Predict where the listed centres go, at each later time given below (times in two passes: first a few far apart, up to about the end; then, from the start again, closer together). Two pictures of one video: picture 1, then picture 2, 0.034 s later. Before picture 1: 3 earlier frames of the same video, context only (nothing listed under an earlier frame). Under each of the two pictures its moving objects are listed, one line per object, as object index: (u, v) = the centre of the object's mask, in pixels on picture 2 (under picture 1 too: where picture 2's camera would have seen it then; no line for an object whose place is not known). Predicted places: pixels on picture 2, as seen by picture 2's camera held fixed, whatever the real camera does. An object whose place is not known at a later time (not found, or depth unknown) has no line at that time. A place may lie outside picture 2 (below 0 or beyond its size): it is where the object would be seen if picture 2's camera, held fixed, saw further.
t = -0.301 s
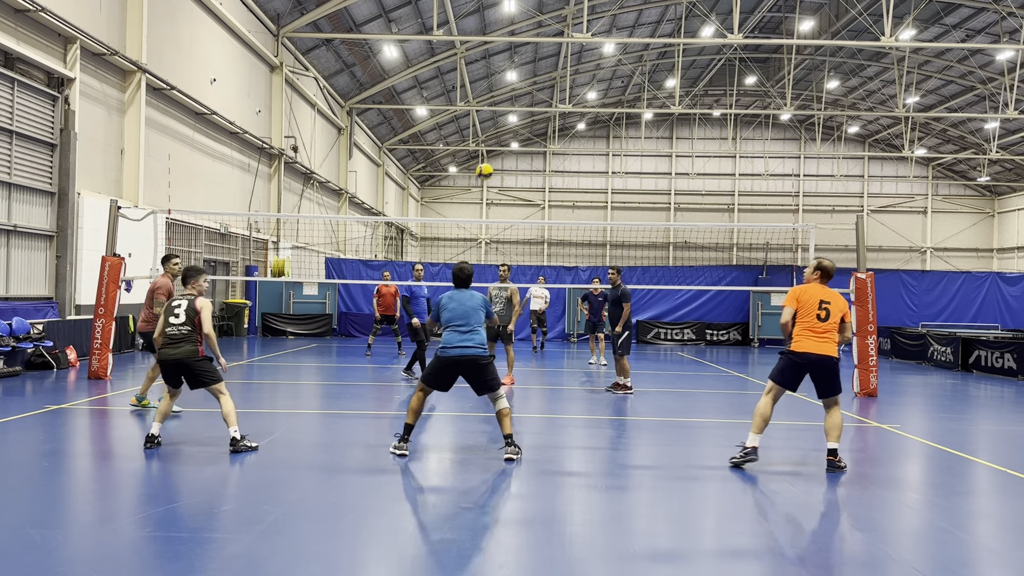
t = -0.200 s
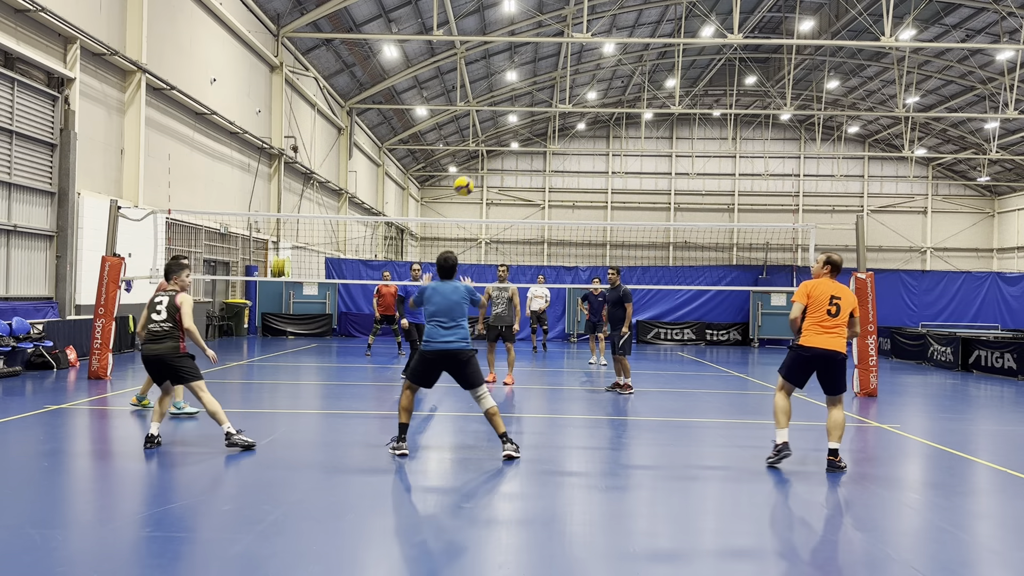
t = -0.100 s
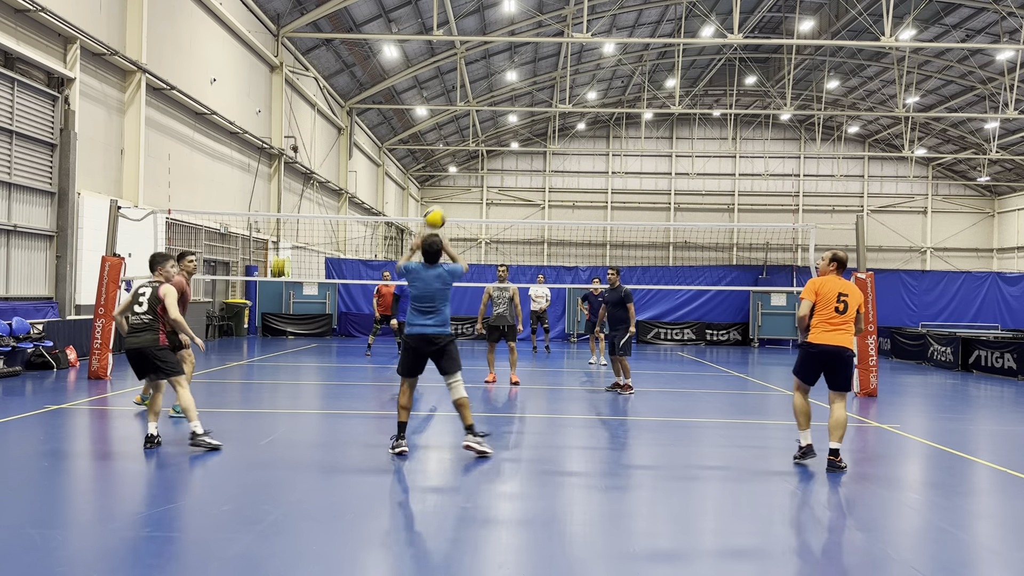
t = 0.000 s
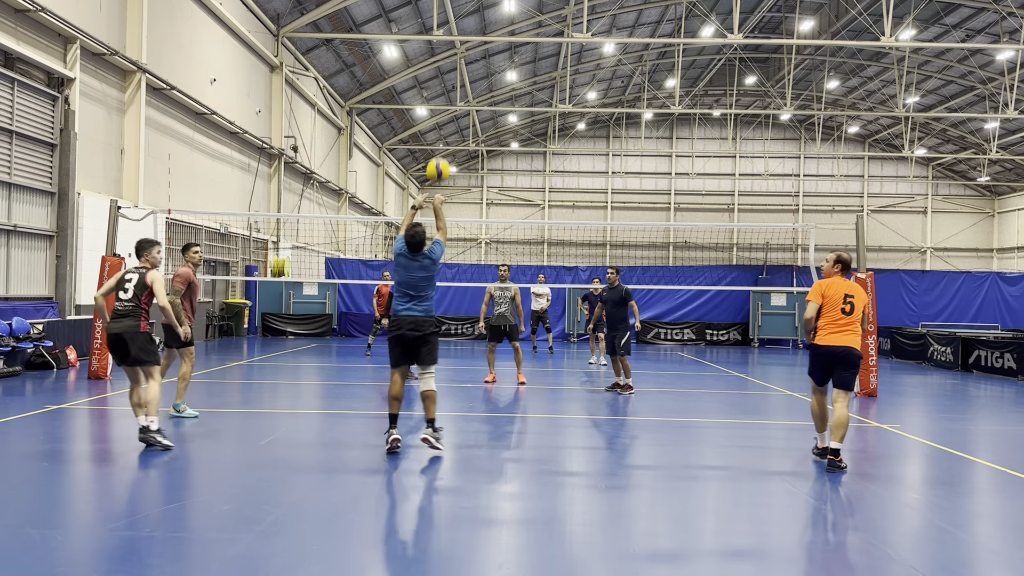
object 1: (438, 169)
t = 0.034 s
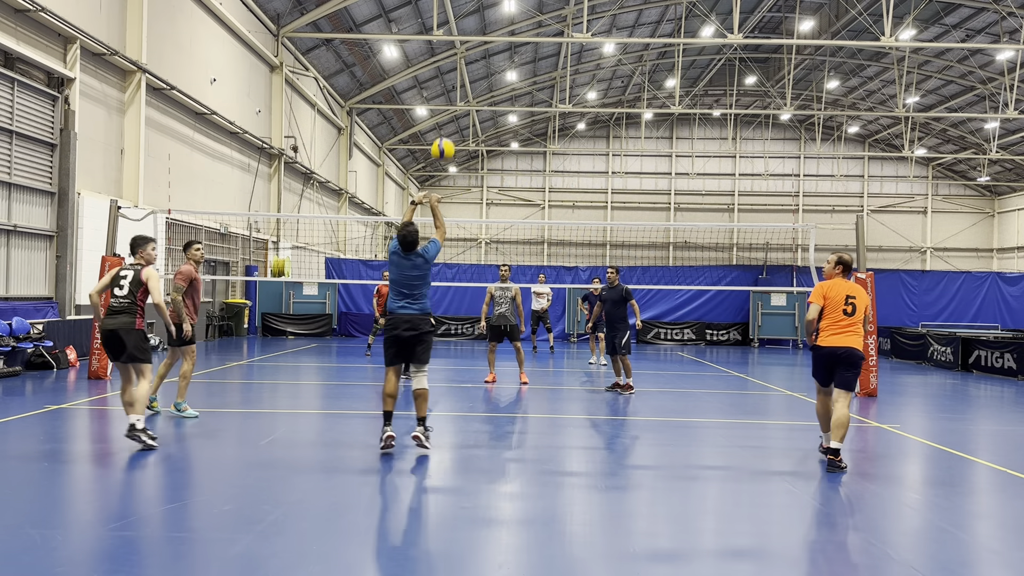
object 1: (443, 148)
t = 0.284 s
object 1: (473, 49)
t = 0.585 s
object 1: (501, 25)
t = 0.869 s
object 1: (523, 76)
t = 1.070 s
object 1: (535, 147)
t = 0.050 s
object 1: (445, 139)
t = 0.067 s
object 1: (447, 130)
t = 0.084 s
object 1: (449, 122)
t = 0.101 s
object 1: (451, 113)
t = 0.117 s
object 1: (454, 107)
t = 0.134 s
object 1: (455, 99)
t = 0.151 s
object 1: (457, 93)
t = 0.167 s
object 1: (460, 86)
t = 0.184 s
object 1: (462, 79)
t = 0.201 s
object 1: (464, 73)
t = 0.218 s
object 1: (466, 68)
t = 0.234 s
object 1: (467, 63)
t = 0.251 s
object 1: (469, 58)
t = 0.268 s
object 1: (471, 53)
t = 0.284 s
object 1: (473, 49)
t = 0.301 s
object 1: (474, 45)
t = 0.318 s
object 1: (476, 41)
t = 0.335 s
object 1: (478, 38)
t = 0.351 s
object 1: (480, 35)
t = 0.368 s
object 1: (481, 33)
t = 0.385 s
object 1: (483, 30)
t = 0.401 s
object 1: (484, 28)
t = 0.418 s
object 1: (486, 26)
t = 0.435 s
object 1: (487, 25)
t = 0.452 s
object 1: (489, 24)
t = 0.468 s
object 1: (491, 24)
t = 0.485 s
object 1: (492, 23)
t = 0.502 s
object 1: (494, 23)
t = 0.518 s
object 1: (495, 23)
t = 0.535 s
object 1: (496, 23)
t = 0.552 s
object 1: (498, 23)
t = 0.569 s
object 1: (499, 24)
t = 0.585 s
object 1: (501, 25)
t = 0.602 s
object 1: (502, 26)
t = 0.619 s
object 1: (504, 27)
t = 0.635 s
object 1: (505, 29)
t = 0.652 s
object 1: (506, 31)
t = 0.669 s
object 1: (508, 33)
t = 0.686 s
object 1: (509, 35)
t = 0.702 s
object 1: (511, 38)
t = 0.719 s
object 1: (512, 41)
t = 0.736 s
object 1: (513, 44)
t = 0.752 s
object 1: (514, 48)
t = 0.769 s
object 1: (516, 51)
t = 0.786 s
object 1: (517, 54)
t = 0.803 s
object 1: (518, 58)
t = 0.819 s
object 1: (519, 62)
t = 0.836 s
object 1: (520, 66)
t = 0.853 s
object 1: (521, 71)
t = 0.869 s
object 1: (523, 76)
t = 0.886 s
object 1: (524, 80)
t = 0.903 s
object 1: (525, 86)
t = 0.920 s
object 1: (526, 92)
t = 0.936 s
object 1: (527, 97)
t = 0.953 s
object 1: (528, 103)
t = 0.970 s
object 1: (529, 109)
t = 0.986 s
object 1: (530, 115)
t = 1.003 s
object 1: (531, 121)
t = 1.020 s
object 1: (532, 127)
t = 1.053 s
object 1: (534, 140)
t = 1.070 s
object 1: (535, 147)
